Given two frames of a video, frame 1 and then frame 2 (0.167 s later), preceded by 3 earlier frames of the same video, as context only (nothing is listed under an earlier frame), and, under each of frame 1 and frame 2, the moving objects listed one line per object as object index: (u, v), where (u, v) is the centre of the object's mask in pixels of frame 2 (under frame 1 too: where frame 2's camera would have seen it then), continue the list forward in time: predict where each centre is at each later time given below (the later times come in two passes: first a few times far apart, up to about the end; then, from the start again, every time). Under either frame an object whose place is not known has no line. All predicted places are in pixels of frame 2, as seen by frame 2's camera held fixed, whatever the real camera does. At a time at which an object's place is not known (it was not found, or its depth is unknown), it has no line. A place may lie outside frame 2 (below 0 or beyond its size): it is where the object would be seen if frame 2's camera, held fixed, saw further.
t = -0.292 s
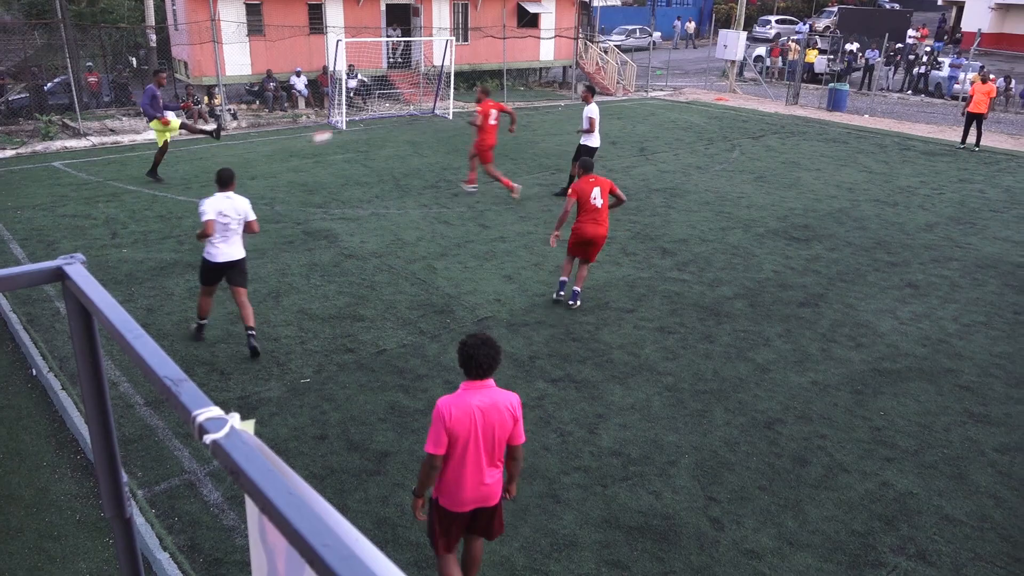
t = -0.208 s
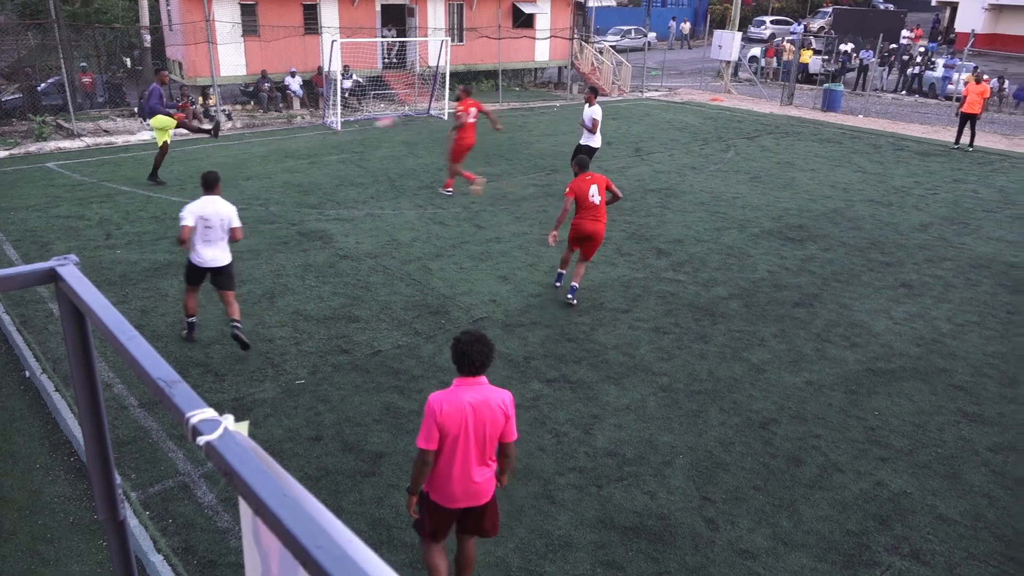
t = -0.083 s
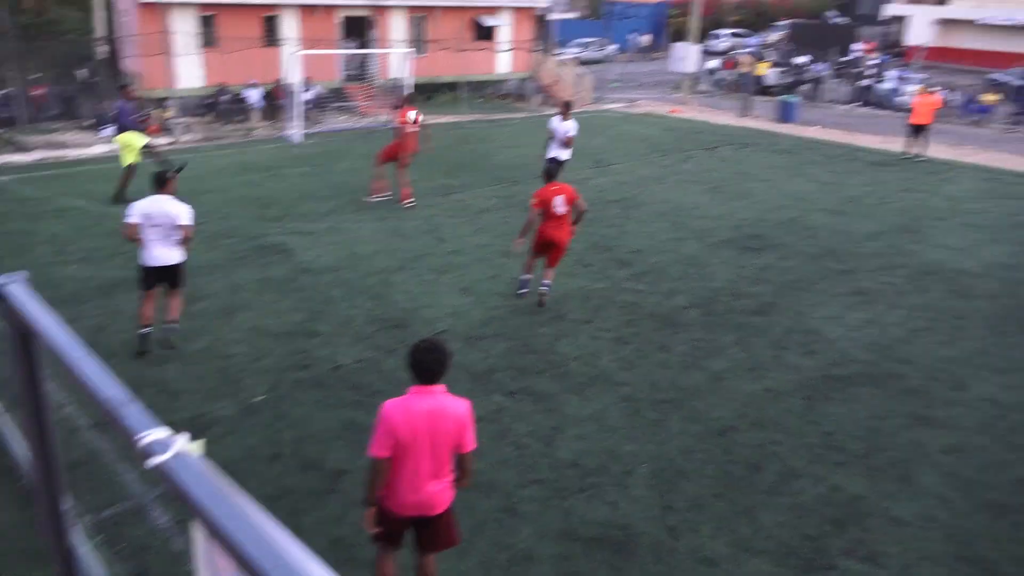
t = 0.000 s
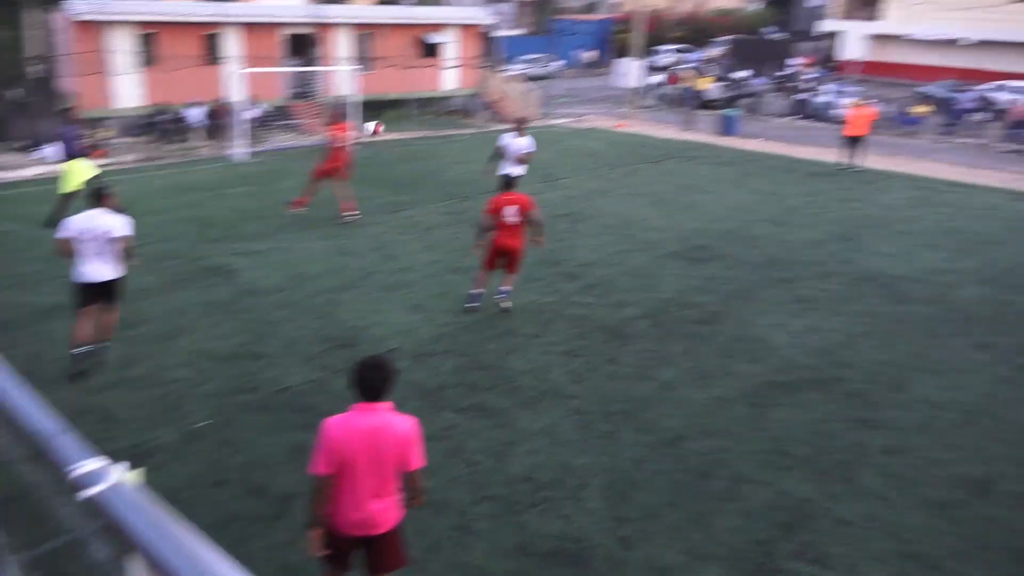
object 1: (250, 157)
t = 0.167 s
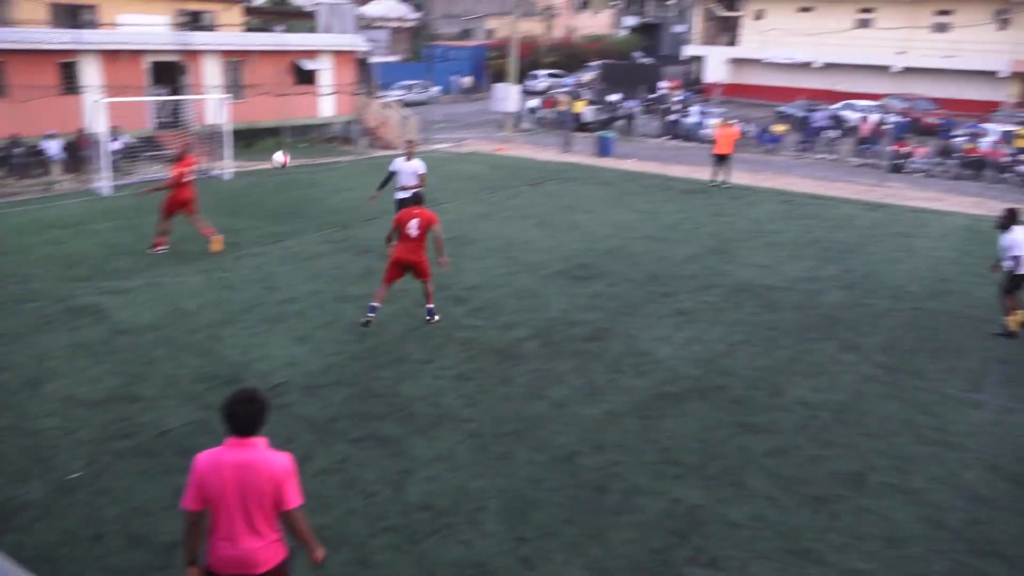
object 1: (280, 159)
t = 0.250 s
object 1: (299, 169)
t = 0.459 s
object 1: (355, 225)
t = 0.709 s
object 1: (440, 359)
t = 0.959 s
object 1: (511, 352)
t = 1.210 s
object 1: (583, 364)
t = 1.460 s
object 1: (660, 448)
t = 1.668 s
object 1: (748, 474)
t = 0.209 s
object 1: (289, 164)
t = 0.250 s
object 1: (299, 169)
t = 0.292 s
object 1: (309, 176)
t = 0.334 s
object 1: (319, 184)
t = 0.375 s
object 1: (331, 196)
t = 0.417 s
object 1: (342, 209)
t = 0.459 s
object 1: (355, 225)
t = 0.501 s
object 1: (367, 240)
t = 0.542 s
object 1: (381, 260)
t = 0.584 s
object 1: (395, 281)
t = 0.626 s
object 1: (410, 305)
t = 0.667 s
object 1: (424, 331)
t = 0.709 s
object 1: (440, 359)
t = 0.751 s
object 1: (455, 386)
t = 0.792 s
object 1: (467, 378)
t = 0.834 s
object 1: (477, 370)
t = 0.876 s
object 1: (488, 362)
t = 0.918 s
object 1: (499, 357)
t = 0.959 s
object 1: (511, 352)
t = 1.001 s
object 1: (522, 350)
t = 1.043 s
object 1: (534, 349)
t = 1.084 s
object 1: (546, 350)
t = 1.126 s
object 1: (559, 352)
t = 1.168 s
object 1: (570, 357)
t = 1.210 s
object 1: (583, 364)
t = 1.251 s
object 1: (596, 373)
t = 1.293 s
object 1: (609, 384)
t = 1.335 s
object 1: (621, 397)
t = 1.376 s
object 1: (635, 412)
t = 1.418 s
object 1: (647, 429)
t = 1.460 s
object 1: (660, 448)
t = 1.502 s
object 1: (672, 466)
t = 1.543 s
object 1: (690, 466)
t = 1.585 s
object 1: (708, 467)
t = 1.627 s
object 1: (728, 469)
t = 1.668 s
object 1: (748, 474)
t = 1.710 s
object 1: (766, 481)
